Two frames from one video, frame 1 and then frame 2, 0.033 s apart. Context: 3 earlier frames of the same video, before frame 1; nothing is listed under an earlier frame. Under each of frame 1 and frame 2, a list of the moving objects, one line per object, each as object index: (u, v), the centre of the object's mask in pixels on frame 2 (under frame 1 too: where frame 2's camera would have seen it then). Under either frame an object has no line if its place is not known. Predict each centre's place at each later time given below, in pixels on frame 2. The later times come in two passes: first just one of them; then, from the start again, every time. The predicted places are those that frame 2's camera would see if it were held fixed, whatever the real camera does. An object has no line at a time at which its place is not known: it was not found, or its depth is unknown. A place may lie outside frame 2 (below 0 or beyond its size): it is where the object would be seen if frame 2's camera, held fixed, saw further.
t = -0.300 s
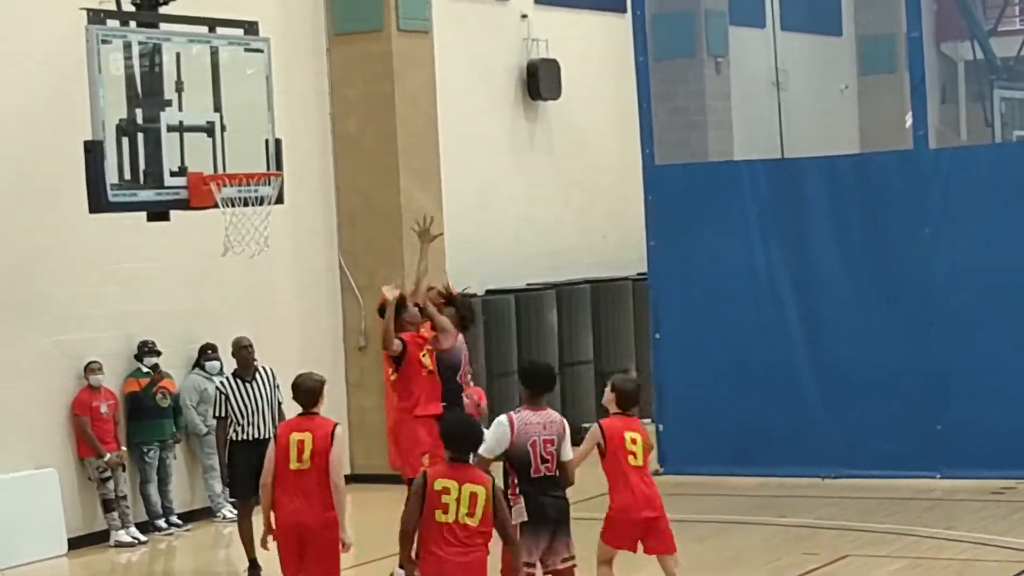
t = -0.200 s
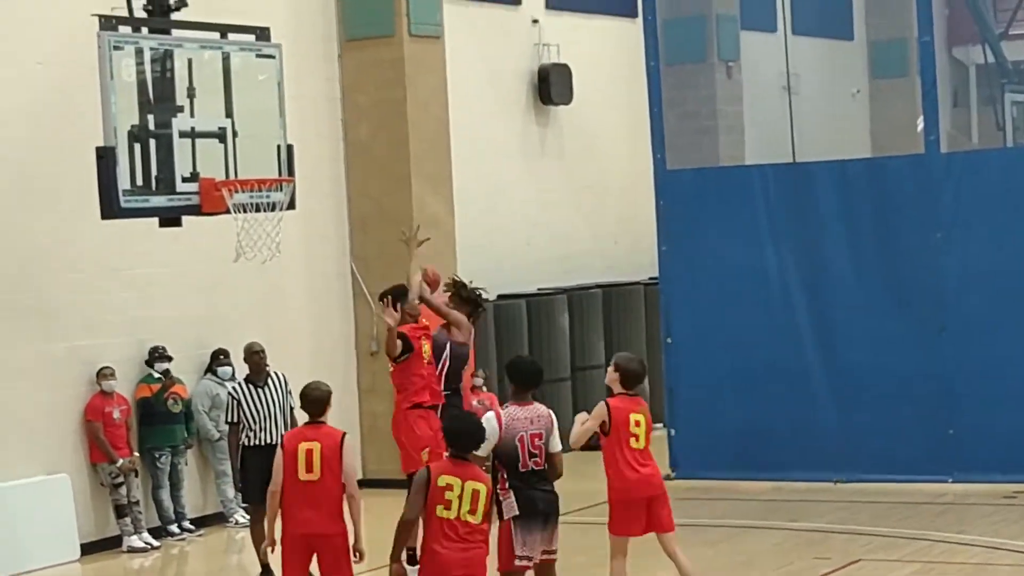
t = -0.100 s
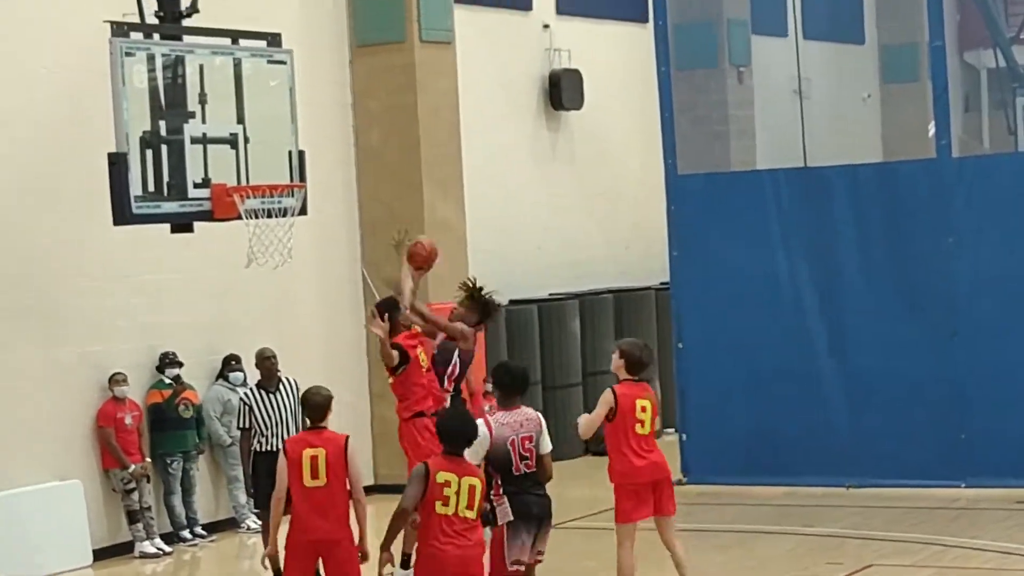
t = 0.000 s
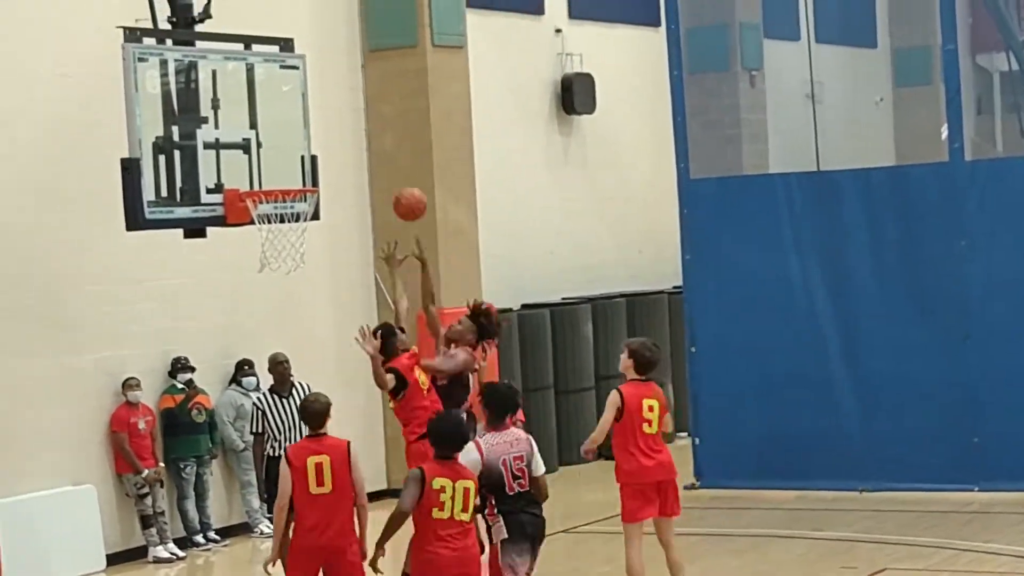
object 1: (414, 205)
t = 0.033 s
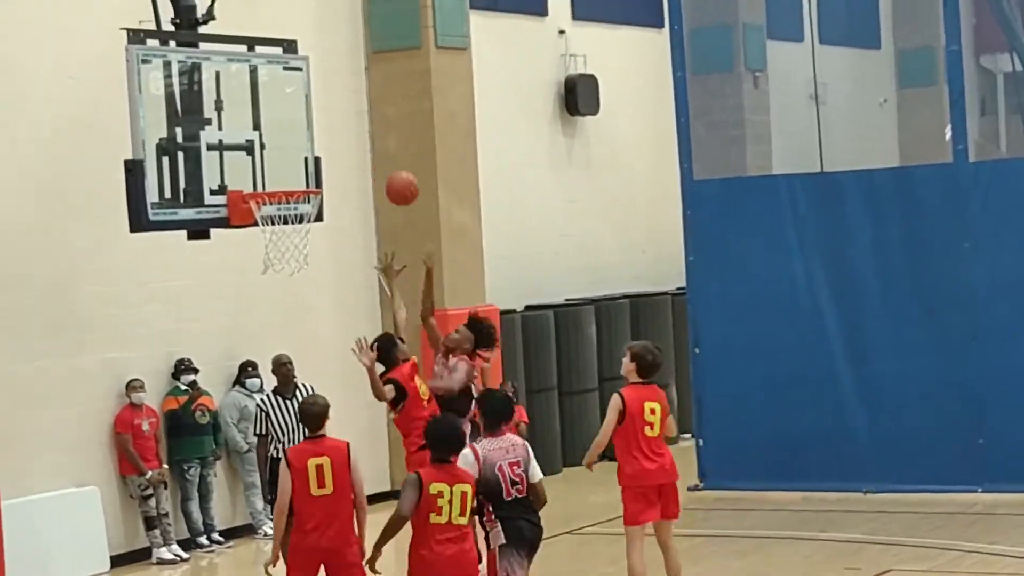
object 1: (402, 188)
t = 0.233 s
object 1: (333, 115)
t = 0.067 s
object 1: (390, 173)
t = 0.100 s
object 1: (379, 159)
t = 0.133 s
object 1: (368, 145)
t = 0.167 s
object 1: (356, 134)
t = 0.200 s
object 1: (345, 124)
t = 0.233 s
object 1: (333, 115)
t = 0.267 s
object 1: (322, 108)
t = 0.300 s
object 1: (310, 103)
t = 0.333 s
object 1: (298, 99)
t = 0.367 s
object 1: (287, 96)
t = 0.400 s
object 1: (275, 95)
